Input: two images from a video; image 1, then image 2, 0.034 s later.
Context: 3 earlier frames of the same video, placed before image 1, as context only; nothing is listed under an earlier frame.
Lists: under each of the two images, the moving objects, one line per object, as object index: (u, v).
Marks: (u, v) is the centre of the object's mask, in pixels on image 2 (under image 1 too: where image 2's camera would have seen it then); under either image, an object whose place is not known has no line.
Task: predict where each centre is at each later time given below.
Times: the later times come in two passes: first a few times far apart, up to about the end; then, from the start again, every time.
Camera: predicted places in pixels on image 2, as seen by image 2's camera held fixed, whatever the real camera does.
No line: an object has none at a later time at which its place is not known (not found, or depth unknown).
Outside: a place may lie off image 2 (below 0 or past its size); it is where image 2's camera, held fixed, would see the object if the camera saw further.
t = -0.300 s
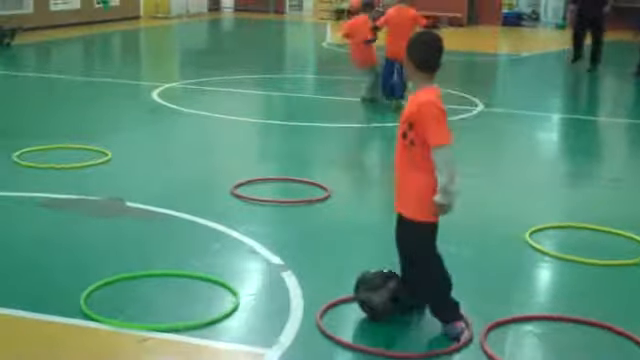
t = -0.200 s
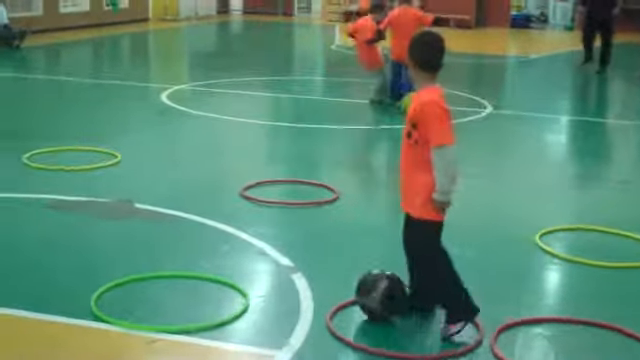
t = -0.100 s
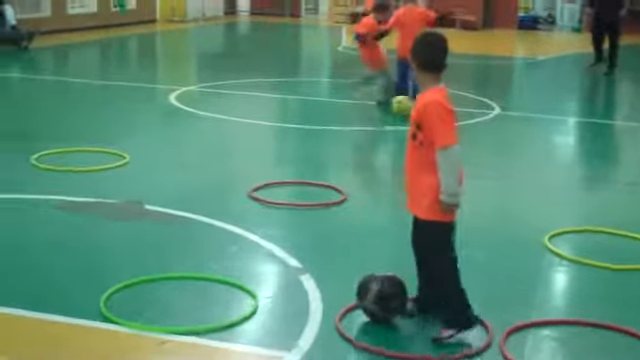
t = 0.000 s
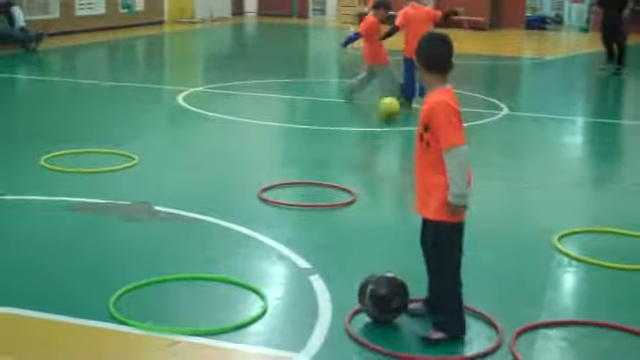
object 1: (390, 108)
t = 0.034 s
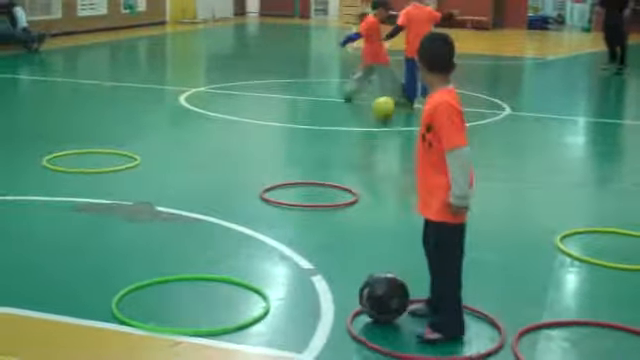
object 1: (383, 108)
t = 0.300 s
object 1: (328, 114)
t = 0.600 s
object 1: (261, 119)
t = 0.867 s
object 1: (198, 120)
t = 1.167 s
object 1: (123, 129)
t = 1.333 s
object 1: (82, 132)
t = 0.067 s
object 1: (377, 108)
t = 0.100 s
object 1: (370, 111)
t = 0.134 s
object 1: (363, 110)
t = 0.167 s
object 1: (358, 110)
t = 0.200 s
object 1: (349, 111)
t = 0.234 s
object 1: (343, 112)
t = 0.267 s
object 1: (336, 113)
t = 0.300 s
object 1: (328, 114)
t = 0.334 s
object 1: (320, 114)
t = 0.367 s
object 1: (313, 115)
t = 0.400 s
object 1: (306, 116)
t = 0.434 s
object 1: (299, 116)
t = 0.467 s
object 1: (292, 116)
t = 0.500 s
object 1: (284, 117)
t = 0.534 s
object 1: (278, 117)
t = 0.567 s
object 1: (269, 117)
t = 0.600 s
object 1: (261, 119)
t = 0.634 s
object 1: (252, 119)
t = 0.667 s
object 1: (244, 119)
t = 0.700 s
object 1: (237, 121)
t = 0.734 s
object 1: (230, 120)
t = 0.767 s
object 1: (222, 121)
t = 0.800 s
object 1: (215, 121)
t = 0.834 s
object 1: (205, 121)
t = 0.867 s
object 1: (198, 120)
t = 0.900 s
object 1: (192, 121)
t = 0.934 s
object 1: (183, 123)
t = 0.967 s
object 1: (172, 126)
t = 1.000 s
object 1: (164, 126)
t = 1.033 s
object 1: (156, 126)
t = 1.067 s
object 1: (149, 126)
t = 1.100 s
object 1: (139, 127)
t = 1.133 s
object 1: (130, 128)
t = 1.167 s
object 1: (123, 129)
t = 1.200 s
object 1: (113, 131)
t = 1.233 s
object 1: (103, 132)
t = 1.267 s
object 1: (94, 133)
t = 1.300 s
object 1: (86, 132)
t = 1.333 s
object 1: (82, 132)
